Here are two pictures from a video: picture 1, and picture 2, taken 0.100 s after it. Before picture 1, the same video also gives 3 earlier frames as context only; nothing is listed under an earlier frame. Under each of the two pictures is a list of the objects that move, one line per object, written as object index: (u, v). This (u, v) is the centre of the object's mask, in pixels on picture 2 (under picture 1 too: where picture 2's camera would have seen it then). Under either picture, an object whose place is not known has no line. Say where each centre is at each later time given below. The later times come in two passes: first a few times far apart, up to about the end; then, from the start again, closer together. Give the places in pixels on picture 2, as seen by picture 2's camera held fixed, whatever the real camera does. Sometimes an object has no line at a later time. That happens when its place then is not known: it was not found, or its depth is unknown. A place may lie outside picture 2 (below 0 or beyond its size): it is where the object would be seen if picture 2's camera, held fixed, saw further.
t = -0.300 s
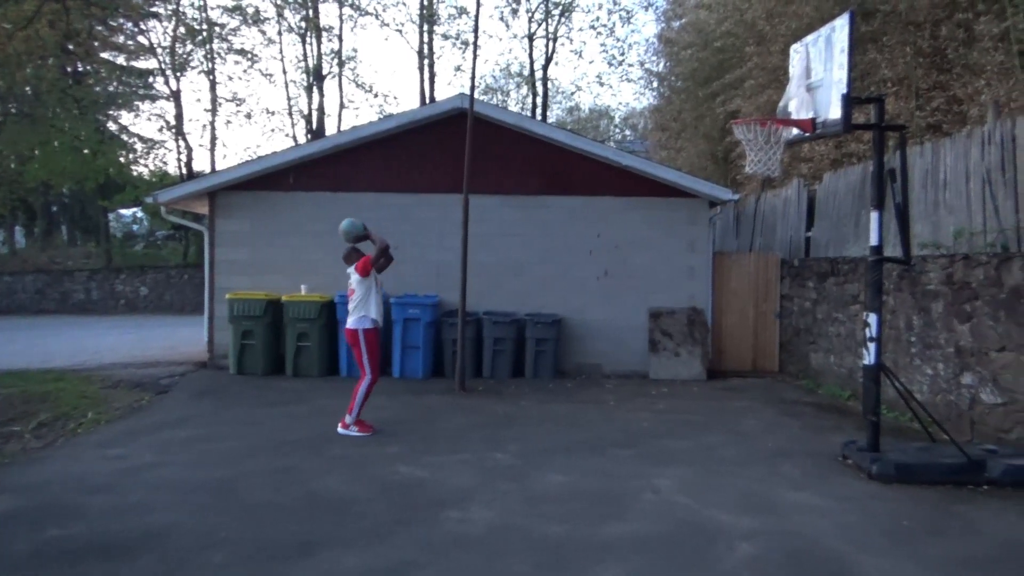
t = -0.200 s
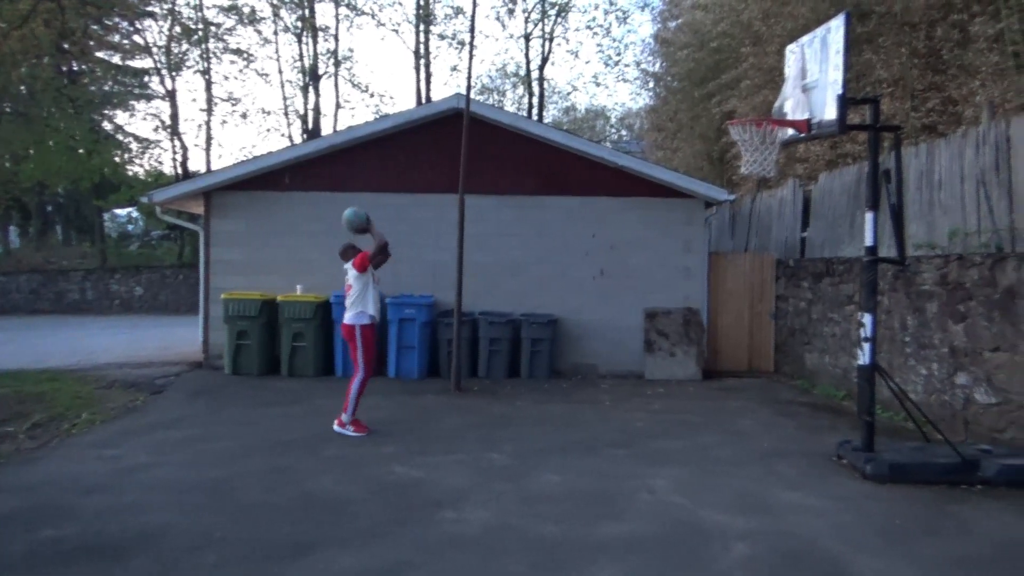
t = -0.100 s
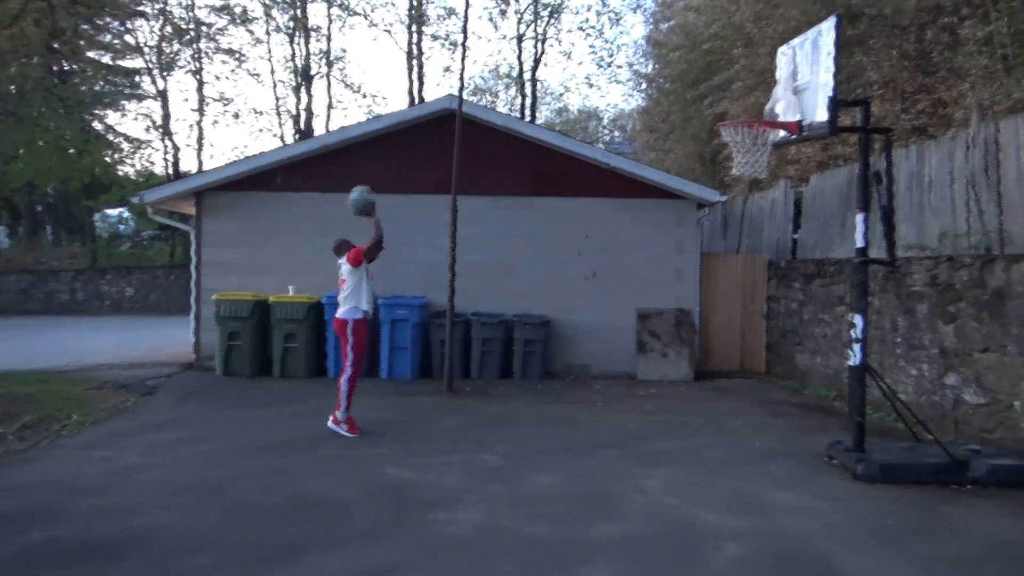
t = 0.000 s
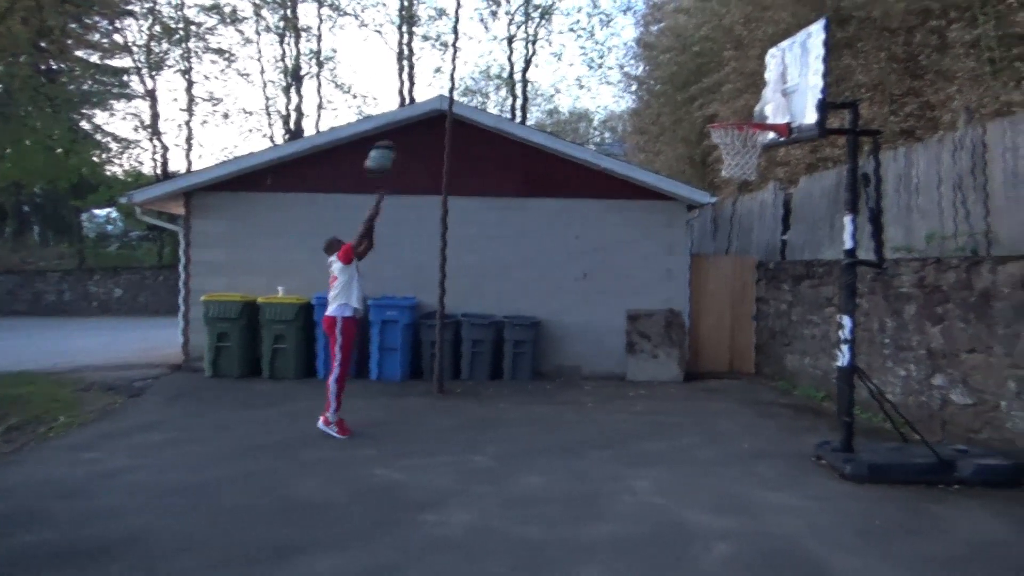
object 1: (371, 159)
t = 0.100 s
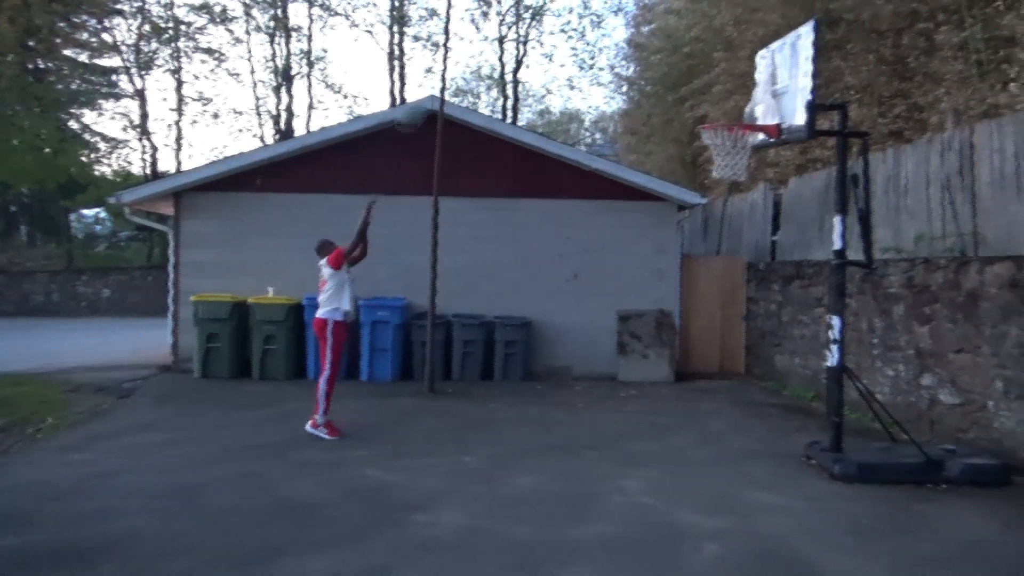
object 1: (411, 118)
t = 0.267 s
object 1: (481, 64)
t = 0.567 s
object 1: (609, 42)
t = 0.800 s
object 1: (720, 99)
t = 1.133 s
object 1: (733, 185)
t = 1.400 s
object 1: (769, 301)
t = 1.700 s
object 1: (806, 404)
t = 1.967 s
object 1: (806, 327)
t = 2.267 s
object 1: (793, 349)
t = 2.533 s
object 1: (782, 472)
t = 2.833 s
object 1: (817, 380)
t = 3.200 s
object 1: (860, 423)
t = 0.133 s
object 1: (426, 103)
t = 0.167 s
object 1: (437, 94)
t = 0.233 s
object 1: (467, 72)
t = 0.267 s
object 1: (481, 64)
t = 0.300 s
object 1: (493, 55)
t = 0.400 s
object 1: (537, 41)
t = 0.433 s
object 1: (552, 39)
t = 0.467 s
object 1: (567, 36)
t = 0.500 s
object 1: (581, 37)
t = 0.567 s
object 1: (609, 42)
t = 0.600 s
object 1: (627, 46)
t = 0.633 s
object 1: (640, 50)
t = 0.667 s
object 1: (657, 58)
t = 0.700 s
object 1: (670, 66)
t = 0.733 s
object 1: (689, 76)
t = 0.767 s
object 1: (703, 85)
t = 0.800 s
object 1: (720, 99)
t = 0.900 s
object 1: (723, 131)
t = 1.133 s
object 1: (733, 185)
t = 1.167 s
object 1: (738, 196)
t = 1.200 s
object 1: (743, 207)
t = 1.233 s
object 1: (748, 218)
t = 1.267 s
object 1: (750, 232)
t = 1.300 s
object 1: (756, 249)
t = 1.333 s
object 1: (760, 264)
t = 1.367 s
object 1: (765, 281)
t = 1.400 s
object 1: (769, 301)
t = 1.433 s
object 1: (772, 322)
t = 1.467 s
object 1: (776, 343)
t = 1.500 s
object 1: (780, 367)
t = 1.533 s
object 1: (784, 391)
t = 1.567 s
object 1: (789, 415)
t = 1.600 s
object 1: (793, 445)
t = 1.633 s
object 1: (797, 444)
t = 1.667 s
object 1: (801, 423)
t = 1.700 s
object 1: (806, 404)
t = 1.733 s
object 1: (810, 385)
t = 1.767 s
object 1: (811, 372)
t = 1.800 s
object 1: (810, 361)
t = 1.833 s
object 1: (810, 353)
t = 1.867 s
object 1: (809, 343)
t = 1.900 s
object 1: (810, 337)
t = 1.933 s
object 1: (807, 330)
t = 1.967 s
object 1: (806, 327)
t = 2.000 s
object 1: (808, 324)
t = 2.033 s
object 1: (804, 322)
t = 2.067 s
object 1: (803, 322)
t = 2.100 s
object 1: (802, 323)
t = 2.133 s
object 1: (800, 325)
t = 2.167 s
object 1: (798, 329)
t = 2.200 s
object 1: (797, 334)
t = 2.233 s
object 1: (794, 342)
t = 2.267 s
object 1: (793, 349)
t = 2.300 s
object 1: (792, 359)
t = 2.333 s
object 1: (788, 371)
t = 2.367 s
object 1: (787, 384)
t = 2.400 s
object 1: (786, 398)
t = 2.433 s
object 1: (785, 413)
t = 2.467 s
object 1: (783, 431)
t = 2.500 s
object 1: (782, 451)
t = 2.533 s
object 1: (782, 472)
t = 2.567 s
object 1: (784, 462)
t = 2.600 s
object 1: (788, 445)
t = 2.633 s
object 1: (791, 432)
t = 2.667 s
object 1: (795, 419)
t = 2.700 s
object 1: (798, 408)
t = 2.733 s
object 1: (802, 399)
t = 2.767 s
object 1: (806, 391)
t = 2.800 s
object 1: (810, 384)
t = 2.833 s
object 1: (817, 380)
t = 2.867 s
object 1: (818, 375)
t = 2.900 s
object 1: (826, 374)
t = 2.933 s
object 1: (830, 373)
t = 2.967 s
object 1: (834, 374)
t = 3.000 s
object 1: (838, 376)
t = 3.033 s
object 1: (842, 380)
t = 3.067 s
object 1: (845, 385)
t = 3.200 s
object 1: (860, 423)
